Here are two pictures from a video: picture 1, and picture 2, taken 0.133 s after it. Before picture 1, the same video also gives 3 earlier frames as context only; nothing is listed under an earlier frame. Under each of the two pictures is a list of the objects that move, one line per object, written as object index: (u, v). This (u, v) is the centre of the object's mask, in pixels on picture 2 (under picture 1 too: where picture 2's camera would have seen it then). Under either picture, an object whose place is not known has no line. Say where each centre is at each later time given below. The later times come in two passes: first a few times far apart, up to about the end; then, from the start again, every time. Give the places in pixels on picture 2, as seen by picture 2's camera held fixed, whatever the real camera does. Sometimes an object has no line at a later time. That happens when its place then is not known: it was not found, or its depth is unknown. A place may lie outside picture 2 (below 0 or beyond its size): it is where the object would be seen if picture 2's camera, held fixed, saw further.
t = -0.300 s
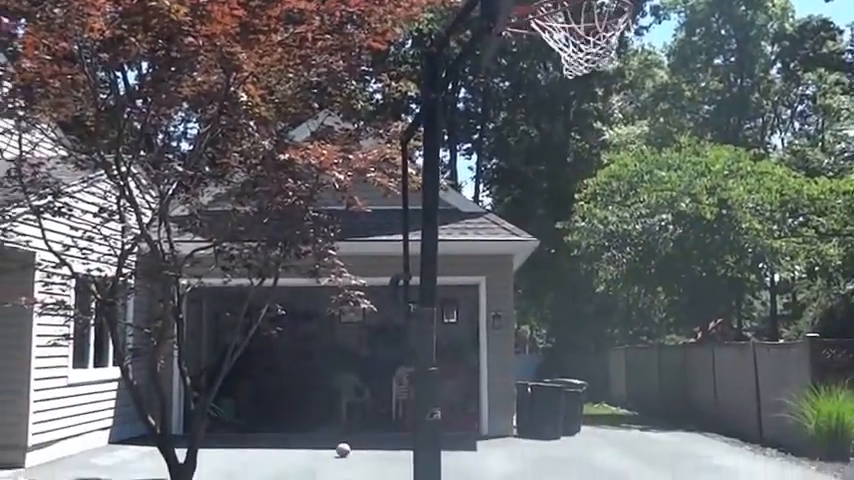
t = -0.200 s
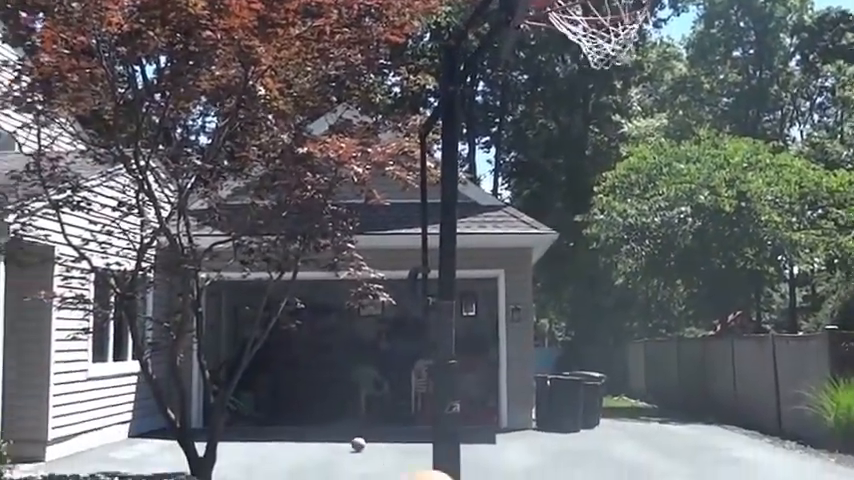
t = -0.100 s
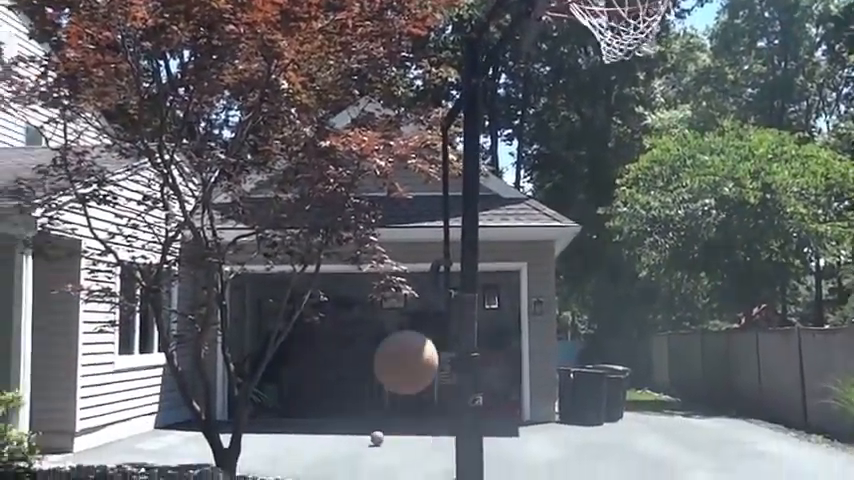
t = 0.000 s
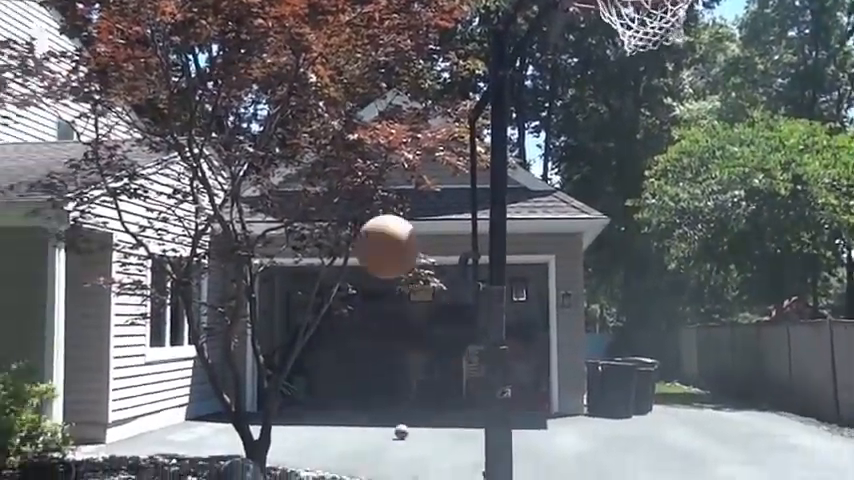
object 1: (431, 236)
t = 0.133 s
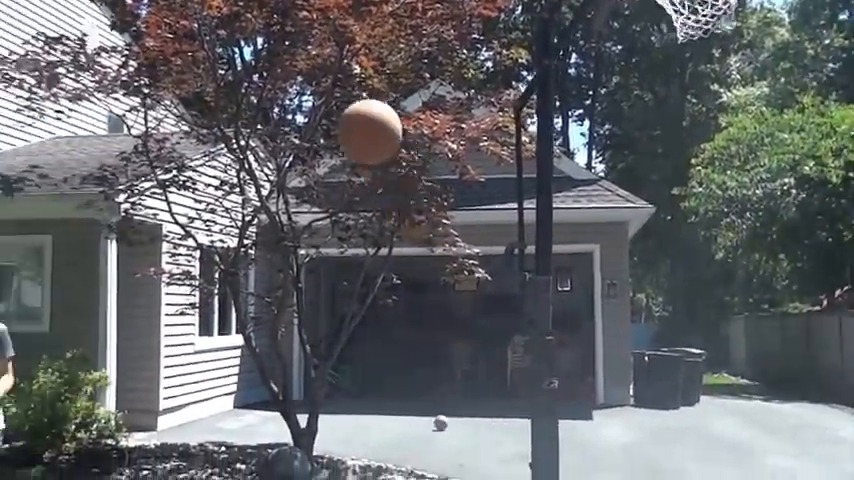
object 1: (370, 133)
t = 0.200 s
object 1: (338, 96)
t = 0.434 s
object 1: (225, 58)
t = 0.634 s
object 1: (117, 146)
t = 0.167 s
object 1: (354, 112)
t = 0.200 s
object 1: (338, 96)
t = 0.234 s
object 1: (322, 83)
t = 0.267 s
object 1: (306, 71)
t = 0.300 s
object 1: (291, 63)
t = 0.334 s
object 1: (274, 58)
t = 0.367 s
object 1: (259, 55)
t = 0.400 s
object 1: (241, 55)
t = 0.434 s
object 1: (225, 58)
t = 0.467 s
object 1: (207, 65)
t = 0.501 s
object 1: (190, 74)
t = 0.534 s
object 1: (172, 87)
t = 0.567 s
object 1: (155, 103)
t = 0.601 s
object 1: (136, 122)
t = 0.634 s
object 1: (117, 146)
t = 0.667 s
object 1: (99, 171)
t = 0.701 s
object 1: (80, 199)
